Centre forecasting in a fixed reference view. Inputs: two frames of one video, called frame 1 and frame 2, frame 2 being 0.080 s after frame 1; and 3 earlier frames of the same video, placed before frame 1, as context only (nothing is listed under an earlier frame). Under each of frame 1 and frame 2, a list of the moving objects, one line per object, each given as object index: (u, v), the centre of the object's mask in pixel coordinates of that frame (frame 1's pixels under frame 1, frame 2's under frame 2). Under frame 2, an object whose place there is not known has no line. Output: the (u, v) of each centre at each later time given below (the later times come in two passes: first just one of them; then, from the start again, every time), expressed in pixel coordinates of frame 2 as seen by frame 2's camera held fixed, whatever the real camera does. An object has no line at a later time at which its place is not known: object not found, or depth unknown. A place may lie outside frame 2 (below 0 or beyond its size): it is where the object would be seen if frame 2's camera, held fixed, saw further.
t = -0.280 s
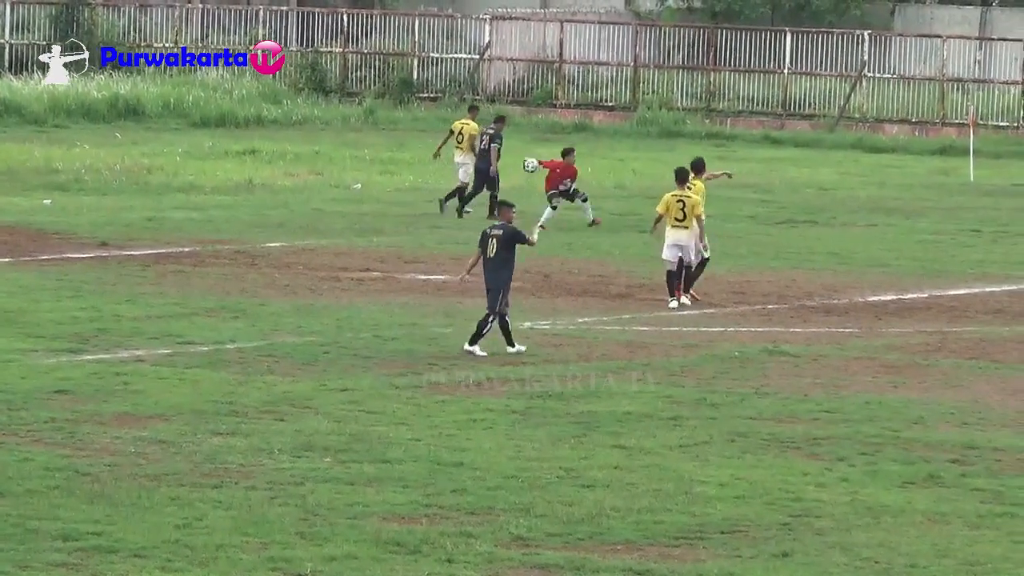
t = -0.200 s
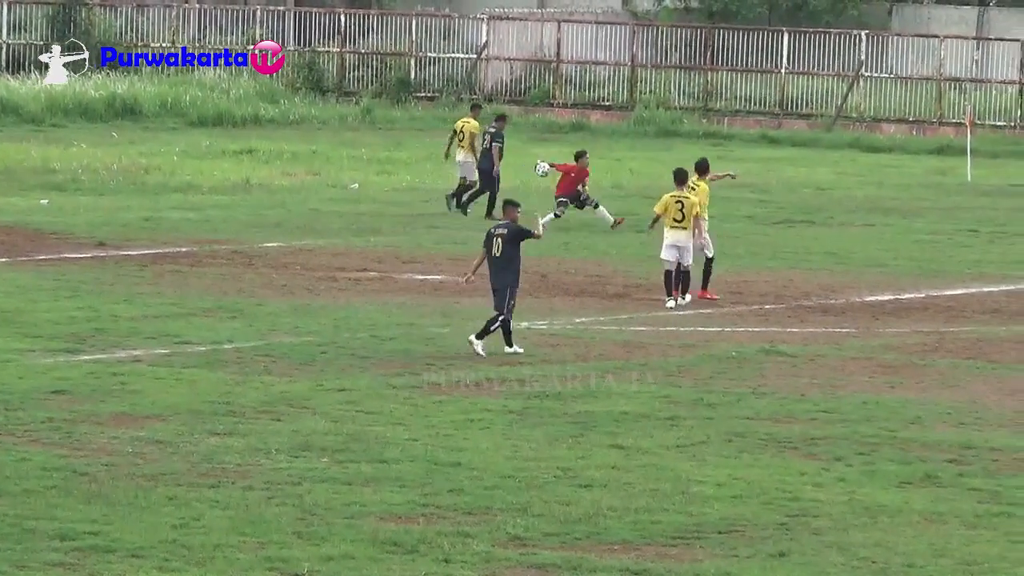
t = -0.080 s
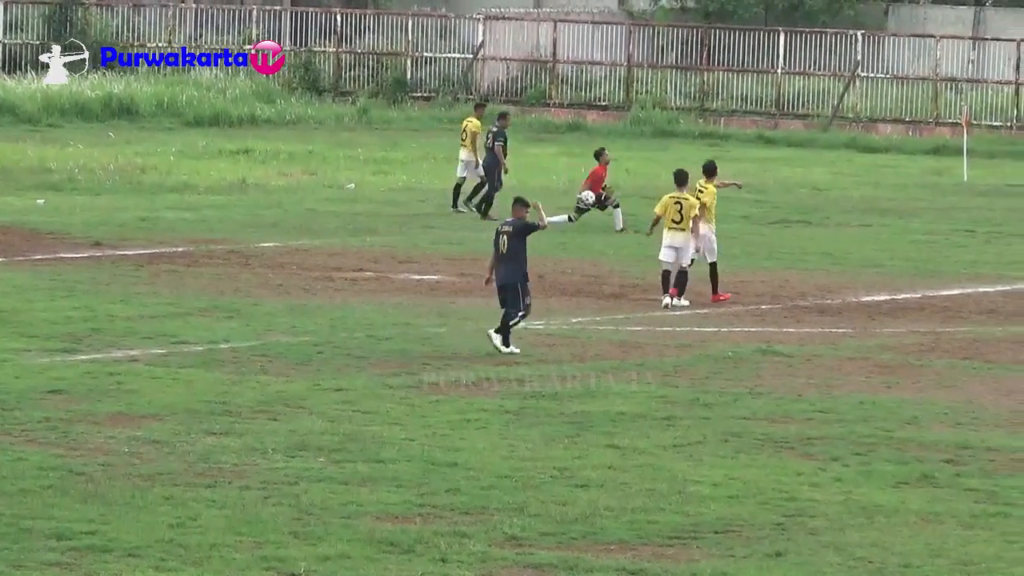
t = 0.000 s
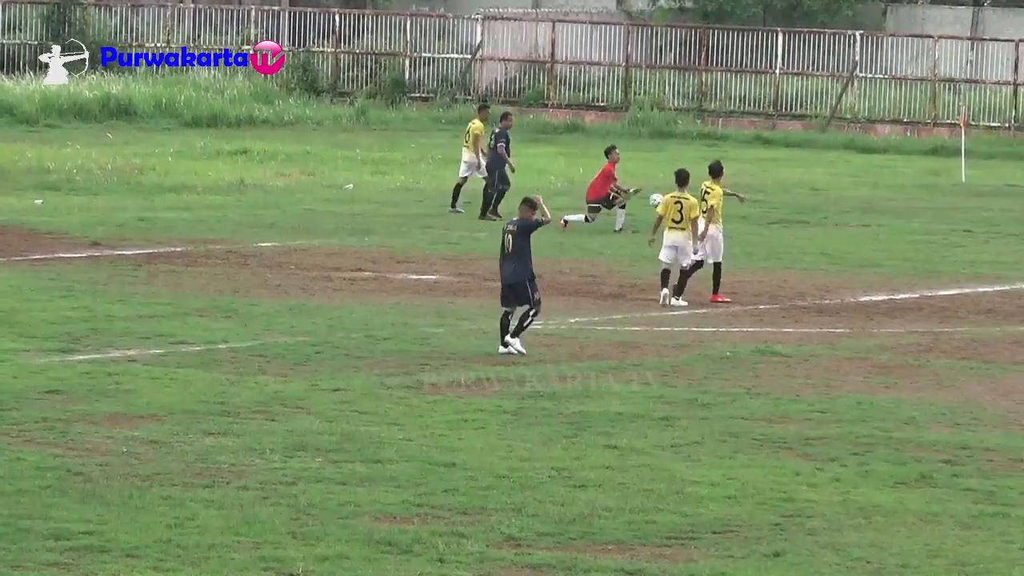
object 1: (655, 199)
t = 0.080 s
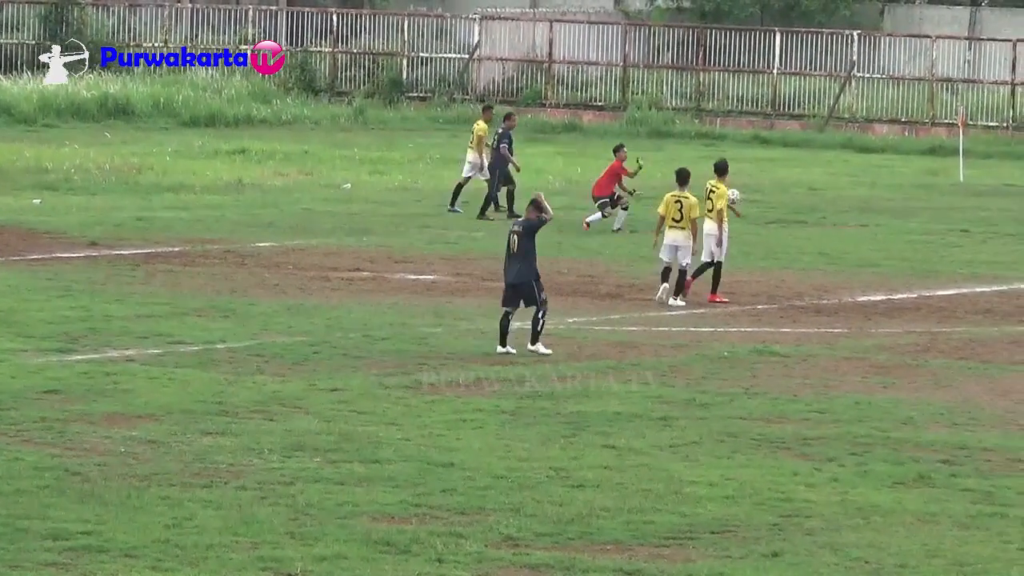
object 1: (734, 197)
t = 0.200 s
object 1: (845, 201)
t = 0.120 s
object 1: (770, 195)
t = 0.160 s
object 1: (807, 198)
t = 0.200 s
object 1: (845, 201)
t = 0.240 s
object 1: (881, 203)
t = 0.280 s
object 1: (917, 209)
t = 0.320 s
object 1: (954, 215)
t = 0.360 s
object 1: (986, 225)
